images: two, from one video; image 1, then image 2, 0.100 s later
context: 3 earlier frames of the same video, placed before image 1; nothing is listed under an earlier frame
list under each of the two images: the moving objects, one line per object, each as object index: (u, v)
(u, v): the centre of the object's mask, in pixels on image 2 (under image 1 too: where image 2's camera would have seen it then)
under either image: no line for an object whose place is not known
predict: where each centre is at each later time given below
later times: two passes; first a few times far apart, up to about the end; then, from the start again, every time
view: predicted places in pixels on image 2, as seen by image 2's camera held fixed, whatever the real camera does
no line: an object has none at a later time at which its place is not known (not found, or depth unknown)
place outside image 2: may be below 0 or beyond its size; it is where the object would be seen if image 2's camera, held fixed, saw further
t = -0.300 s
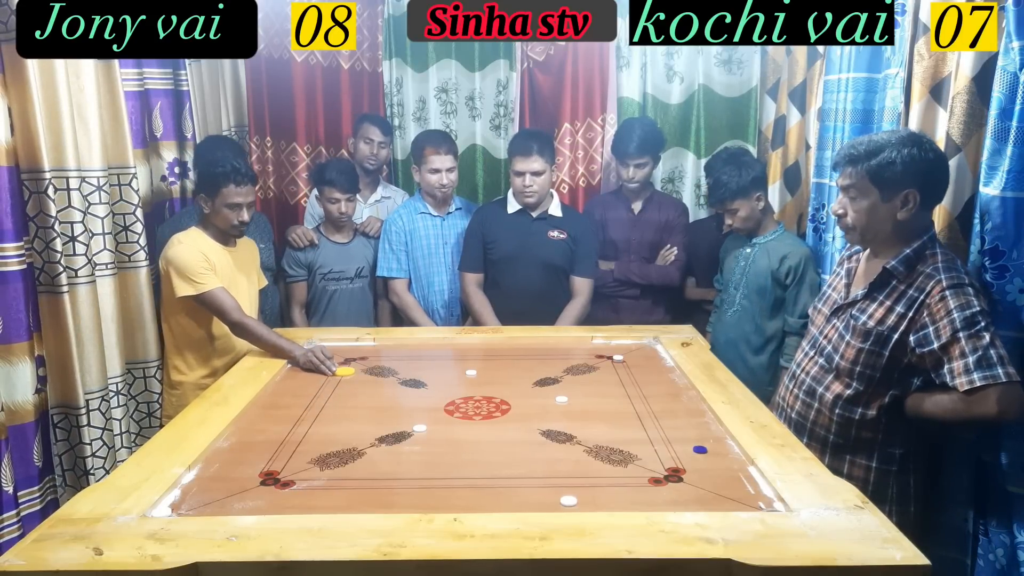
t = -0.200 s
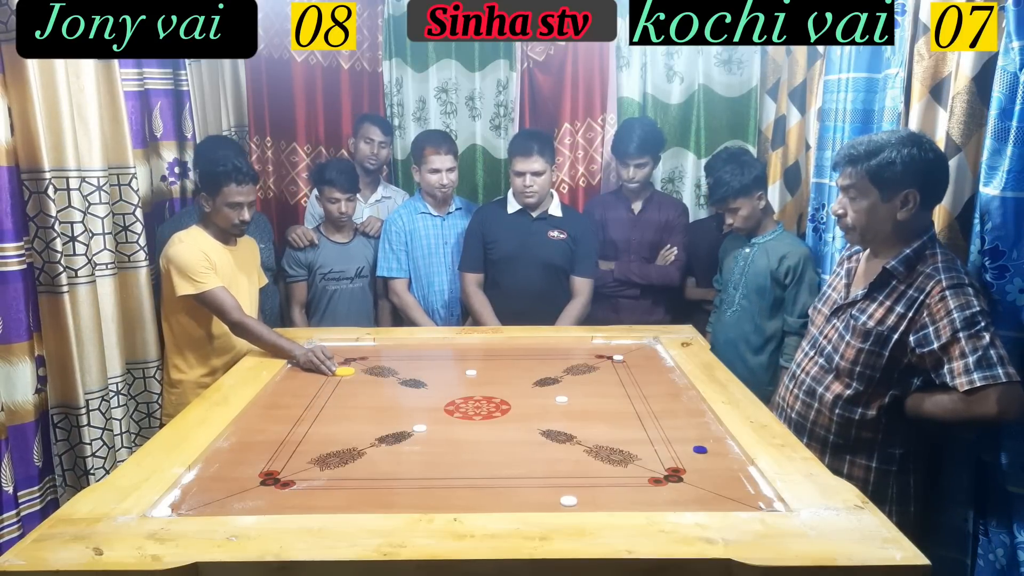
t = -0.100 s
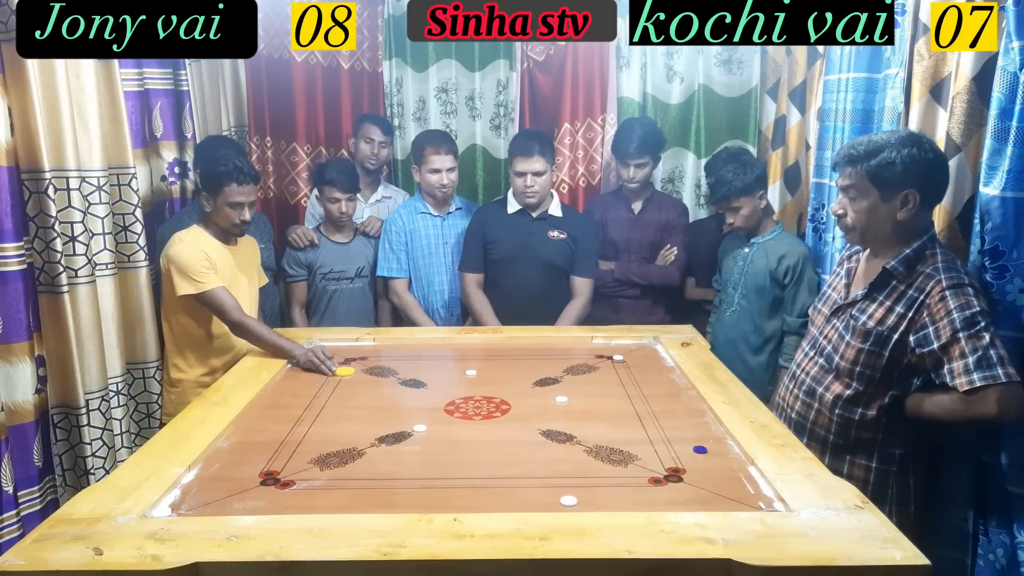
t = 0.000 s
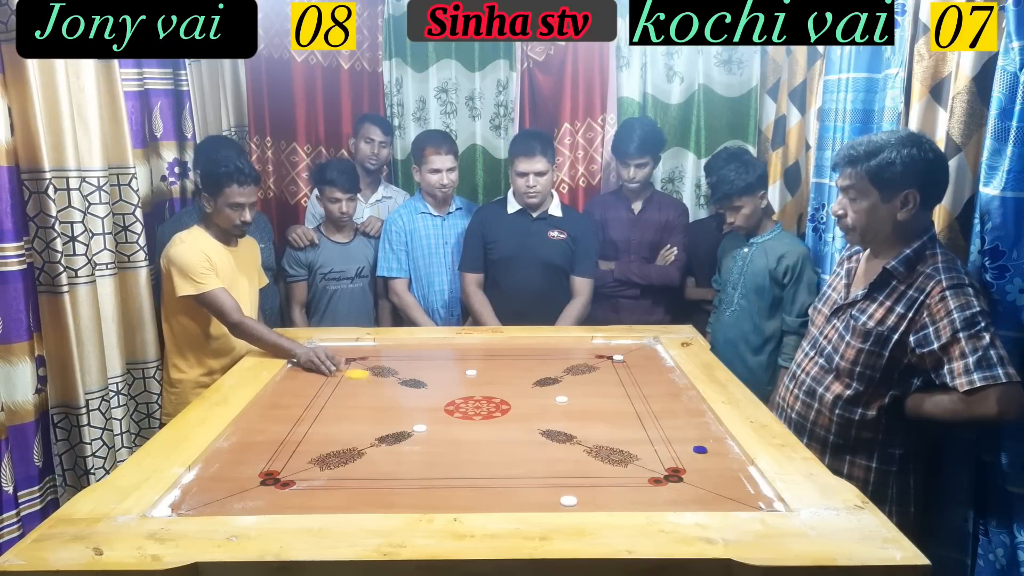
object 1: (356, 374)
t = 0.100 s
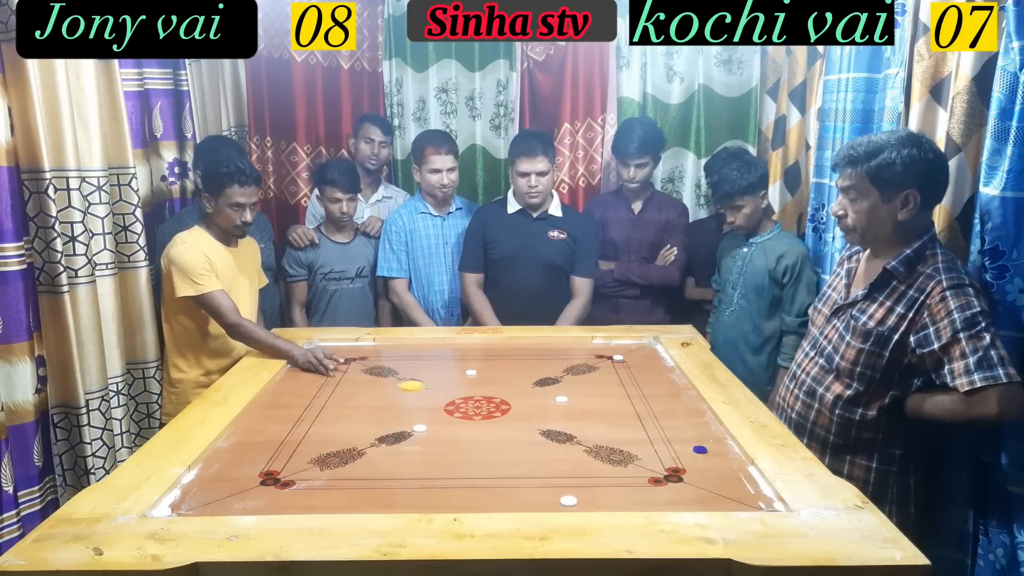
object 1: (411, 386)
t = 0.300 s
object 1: (526, 410)
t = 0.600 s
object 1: (707, 445)
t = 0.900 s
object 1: (654, 460)
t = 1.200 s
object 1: (600, 469)
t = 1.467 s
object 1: (576, 471)
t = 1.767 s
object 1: (573, 471)
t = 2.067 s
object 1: (573, 471)
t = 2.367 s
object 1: (573, 471)
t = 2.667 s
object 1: (573, 471)
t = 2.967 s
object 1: (573, 471)
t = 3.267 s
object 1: (573, 471)
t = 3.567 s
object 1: (573, 471)
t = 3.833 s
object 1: (573, 471)
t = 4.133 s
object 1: (573, 471)
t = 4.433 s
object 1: (573, 471)
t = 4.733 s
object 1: (573, 471)
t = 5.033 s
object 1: (573, 471)
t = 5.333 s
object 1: (573, 471)
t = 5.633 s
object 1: (573, 471)
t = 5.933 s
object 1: (573, 471)
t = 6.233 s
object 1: (573, 471)
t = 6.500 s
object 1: (574, 471)
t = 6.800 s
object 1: (573, 471)
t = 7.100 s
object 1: (573, 471)
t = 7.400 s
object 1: (573, 471)
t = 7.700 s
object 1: (573, 471)
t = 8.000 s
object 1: (573, 471)
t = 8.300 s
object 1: (573, 471)
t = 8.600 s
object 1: (573, 471)
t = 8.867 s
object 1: (573, 471)
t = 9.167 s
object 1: (573, 471)
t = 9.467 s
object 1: (573, 471)
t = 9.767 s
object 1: (573, 471)
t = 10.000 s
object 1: (573, 471)
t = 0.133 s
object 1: (430, 390)
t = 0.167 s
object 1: (448, 393)
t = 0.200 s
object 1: (468, 397)
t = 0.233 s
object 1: (487, 401)
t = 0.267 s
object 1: (506, 405)
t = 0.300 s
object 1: (526, 410)
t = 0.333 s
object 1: (546, 413)
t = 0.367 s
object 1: (566, 418)
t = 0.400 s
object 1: (587, 422)
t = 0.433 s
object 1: (607, 426)
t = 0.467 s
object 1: (628, 430)
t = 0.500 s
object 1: (649, 435)
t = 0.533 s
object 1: (671, 439)
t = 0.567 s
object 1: (690, 443)
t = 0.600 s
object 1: (707, 445)
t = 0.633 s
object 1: (721, 448)
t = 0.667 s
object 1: (714, 450)
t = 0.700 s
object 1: (704, 451)
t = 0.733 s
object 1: (695, 453)
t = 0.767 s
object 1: (686, 455)
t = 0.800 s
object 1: (678, 456)
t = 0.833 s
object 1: (670, 458)
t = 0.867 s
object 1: (662, 459)
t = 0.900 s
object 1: (654, 460)
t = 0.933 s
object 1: (647, 462)
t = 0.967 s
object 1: (640, 463)
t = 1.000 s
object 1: (633, 464)
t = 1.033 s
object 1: (627, 465)
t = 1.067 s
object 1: (621, 466)
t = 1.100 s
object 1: (615, 467)
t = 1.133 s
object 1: (610, 468)
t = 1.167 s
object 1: (604, 468)
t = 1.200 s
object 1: (600, 469)
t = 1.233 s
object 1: (595, 469)
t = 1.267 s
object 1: (592, 470)
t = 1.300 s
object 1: (588, 470)
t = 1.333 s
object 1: (585, 470)
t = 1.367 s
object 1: (582, 471)
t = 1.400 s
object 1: (580, 471)
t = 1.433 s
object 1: (578, 471)
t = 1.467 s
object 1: (576, 471)
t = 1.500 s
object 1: (574, 471)
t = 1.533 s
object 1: (574, 471)
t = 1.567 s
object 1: (573, 471)
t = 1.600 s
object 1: (573, 471)
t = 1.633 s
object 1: (573, 471)
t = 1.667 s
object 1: (573, 471)
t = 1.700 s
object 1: (573, 471)
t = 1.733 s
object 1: (573, 471)
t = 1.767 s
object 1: (573, 471)
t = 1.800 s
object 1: (573, 471)
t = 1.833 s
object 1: (573, 471)
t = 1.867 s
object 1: (573, 471)
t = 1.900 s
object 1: (573, 471)
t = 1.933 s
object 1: (573, 471)
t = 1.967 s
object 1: (573, 471)
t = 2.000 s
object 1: (573, 471)
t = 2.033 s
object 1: (573, 471)
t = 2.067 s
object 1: (573, 471)
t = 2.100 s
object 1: (573, 471)
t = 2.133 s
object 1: (573, 471)
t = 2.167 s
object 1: (573, 471)
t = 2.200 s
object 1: (573, 471)
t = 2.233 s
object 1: (573, 471)
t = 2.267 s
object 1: (573, 471)
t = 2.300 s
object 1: (573, 471)
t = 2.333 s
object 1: (573, 471)
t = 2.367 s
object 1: (573, 471)
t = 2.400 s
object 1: (573, 471)
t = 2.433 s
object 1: (573, 471)
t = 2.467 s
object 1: (573, 471)
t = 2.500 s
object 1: (573, 471)
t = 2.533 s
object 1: (573, 471)
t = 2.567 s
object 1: (573, 471)
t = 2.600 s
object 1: (573, 471)
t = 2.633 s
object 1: (573, 471)
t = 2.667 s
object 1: (573, 471)
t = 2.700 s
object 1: (573, 471)
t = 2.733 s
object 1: (573, 471)
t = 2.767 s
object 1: (573, 471)
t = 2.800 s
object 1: (573, 471)
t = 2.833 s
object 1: (573, 471)
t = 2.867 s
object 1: (573, 471)
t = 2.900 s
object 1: (573, 471)
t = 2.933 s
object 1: (573, 471)
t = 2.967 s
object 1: (573, 471)
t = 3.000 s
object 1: (573, 471)
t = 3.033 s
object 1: (573, 471)
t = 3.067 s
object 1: (573, 471)
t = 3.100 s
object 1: (573, 471)
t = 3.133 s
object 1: (573, 471)
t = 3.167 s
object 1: (573, 471)
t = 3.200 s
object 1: (573, 471)
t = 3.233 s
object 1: (573, 471)
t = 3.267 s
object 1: (573, 471)
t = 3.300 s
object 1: (573, 471)
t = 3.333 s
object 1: (573, 471)
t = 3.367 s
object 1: (573, 471)
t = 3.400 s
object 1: (573, 471)
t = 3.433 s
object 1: (573, 471)
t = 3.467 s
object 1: (573, 471)
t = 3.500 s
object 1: (573, 471)
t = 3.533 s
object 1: (573, 471)
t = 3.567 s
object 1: (573, 471)
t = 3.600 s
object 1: (573, 471)
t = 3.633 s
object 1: (573, 471)
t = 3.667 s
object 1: (573, 471)
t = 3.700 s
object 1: (574, 471)
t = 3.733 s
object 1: (573, 471)
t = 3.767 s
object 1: (573, 471)
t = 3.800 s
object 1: (573, 471)
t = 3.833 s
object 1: (573, 471)
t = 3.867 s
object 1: (573, 471)
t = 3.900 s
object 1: (573, 471)
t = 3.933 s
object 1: (573, 471)
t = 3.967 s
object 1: (573, 471)
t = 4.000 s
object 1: (573, 471)
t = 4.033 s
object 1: (573, 471)
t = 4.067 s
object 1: (574, 471)
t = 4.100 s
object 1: (573, 471)
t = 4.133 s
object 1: (573, 471)
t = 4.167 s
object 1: (573, 471)
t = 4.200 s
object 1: (573, 471)
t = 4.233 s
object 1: (573, 471)
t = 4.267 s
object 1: (573, 471)
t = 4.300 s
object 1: (573, 471)
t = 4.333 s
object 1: (573, 471)
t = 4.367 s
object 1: (574, 471)
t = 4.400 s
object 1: (573, 471)
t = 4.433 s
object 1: (573, 471)
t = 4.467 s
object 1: (573, 471)
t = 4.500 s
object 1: (573, 471)
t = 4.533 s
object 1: (573, 471)
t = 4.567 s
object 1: (573, 471)
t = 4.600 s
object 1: (573, 471)
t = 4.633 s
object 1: (573, 471)
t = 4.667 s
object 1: (573, 471)
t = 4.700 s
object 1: (573, 471)
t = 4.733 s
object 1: (573, 471)
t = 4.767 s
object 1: (573, 471)
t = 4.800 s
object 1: (573, 471)
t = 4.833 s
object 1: (573, 471)
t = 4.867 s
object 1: (573, 471)
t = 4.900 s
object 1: (573, 471)
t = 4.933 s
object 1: (573, 471)
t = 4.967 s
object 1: (573, 471)
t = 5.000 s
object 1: (573, 471)
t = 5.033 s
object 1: (573, 471)
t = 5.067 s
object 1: (573, 471)
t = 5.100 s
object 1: (573, 471)
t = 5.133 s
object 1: (573, 471)
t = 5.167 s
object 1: (573, 471)
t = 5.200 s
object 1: (573, 471)
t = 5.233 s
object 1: (573, 471)
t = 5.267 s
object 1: (573, 471)
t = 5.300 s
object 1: (573, 471)
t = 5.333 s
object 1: (573, 471)
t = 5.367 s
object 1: (573, 471)
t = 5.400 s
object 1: (573, 471)
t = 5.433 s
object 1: (573, 471)
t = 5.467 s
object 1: (573, 471)
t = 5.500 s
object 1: (573, 471)
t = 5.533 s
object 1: (573, 471)
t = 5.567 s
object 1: (573, 471)
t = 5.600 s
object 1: (573, 471)
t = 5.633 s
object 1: (573, 471)
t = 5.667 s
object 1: (573, 471)
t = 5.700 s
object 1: (573, 471)
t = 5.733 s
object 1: (573, 471)
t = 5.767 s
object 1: (573, 471)
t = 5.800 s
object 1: (573, 471)
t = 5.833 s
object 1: (573, 471)
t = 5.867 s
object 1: (573, 471)
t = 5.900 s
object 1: (573, 471)
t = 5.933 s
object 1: (573, 471)
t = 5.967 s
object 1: (573, 471)
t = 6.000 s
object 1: (573, 471)
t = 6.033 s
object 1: (573, 471)
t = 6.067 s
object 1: (573, 471)
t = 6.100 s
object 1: (573, 471)
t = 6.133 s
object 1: (573, 471)
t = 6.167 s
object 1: (573, 471)
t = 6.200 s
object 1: (573, 471)
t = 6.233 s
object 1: (573, 471)
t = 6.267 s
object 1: (573, 471)
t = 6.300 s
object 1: (574, 471)
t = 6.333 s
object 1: (573, 471)
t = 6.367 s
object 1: (573, 471)
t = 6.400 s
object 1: (573, 471)
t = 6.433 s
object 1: (574, 471)
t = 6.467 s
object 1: (573, 471)
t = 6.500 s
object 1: (574, 471)
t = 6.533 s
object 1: (573, 471)
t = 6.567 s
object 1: (573, 471)
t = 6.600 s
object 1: (573, 471)
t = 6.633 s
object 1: (574, 471)
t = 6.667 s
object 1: (573, 471)
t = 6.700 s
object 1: (573, 471)
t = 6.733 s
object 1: (573, 471)
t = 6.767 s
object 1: (573, 471)
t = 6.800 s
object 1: (573, 471)
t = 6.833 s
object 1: (574, 471)
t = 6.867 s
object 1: (574, 471)
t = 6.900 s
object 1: (574, 471)
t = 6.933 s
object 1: (574, 471)
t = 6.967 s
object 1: (573, 471)
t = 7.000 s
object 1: (574, 471)
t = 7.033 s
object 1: (574, 471)
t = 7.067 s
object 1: (574, 471)
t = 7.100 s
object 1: (573, 471)
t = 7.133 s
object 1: (574, 471)
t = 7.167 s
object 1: (574, 471)
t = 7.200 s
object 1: (574, 471)
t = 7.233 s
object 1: (574, 471)
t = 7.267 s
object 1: (574, 471)
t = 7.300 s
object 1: (573, 471)
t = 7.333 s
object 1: (574, 471)
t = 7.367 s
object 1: (573, 471)
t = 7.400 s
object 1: (573, 471)
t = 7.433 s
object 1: (573, 471)
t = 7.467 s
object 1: (573, 471)
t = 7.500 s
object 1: (573, 471)
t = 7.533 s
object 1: (573, 471)
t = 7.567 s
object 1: (573, 471)
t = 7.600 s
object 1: (573, 471)
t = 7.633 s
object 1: (573, 471)
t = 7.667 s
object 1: (574, 471)
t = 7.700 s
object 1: (573, 471)
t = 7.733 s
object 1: (573, 471)
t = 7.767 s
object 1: (573, 471)
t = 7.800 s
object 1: (574, 471)
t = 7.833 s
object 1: (573, 471)
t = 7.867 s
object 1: (573, 471)
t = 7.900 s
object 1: (573, 471)
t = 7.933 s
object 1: (573, 471)
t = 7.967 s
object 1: (573, 471)
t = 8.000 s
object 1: (573, 471)
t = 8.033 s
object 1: (573, 471)
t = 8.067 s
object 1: (573, 471)
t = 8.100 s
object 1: (573, 471)
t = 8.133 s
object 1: (573, 471)
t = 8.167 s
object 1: (573, 471)
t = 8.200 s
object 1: (573, 471)
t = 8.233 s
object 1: (573, 471)
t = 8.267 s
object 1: (573, 471)
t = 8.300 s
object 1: (573, 471)
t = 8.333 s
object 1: (573, 471)
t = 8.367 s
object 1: (573, 471)
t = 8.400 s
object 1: (573, 471)
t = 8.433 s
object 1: (573, 471)
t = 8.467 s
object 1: (573, 471)
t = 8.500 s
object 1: (573, 471)
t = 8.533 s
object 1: (573, 471)
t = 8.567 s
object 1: (573, 471)
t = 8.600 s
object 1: (573, 471)
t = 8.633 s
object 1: (573, 471)
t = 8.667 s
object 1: (573, 471)
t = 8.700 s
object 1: (574, 471)
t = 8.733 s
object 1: (574, 471)
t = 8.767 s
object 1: (573, 471)
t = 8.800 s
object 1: (573, 471)
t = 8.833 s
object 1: (573, 471)
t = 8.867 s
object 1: (573, 471)
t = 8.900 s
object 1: (573, 471)
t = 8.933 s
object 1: (573, 471)
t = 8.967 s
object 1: (573, 471)
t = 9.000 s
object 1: (574, 471)
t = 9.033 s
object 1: (573, 471)
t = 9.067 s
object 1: (573, 471)
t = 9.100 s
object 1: (574, 471)
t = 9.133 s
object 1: (573, 471)
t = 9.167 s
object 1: (573, 471)
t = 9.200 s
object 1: (573, 471)
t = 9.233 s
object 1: (573, 471)
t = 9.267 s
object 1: (573, 471)
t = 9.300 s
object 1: (573, 471)
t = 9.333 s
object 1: (573, 471)
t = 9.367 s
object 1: (573, 471)
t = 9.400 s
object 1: (573, 471)
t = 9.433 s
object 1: (573, 471)
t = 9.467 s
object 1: (573, 471)
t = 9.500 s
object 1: (573, 471)
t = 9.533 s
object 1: (573, 471)
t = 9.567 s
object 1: (574, 471)
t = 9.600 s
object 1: (573, 471)
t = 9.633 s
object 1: (573, 471)
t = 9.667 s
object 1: (573, 471)
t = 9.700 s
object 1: (573, 471)
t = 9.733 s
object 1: (573, 471)
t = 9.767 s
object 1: (573, 471)
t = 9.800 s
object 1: (573, 471)
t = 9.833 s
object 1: (573, 471)
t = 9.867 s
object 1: (573, 471)
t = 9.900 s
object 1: (573, 471)
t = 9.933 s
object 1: (573, 471)
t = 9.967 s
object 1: (573, 471)
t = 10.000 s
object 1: (573, 471)
